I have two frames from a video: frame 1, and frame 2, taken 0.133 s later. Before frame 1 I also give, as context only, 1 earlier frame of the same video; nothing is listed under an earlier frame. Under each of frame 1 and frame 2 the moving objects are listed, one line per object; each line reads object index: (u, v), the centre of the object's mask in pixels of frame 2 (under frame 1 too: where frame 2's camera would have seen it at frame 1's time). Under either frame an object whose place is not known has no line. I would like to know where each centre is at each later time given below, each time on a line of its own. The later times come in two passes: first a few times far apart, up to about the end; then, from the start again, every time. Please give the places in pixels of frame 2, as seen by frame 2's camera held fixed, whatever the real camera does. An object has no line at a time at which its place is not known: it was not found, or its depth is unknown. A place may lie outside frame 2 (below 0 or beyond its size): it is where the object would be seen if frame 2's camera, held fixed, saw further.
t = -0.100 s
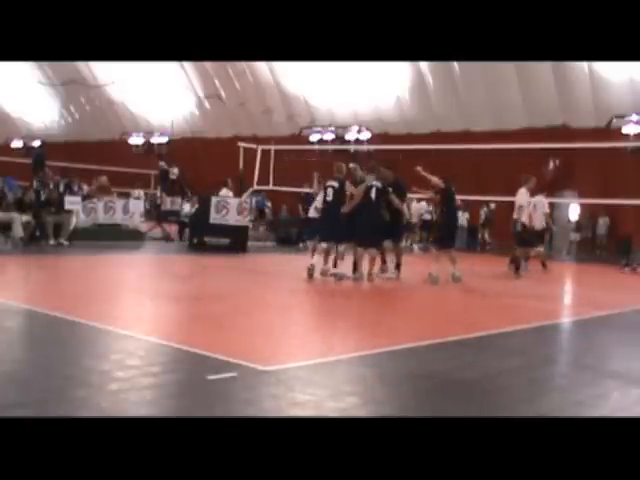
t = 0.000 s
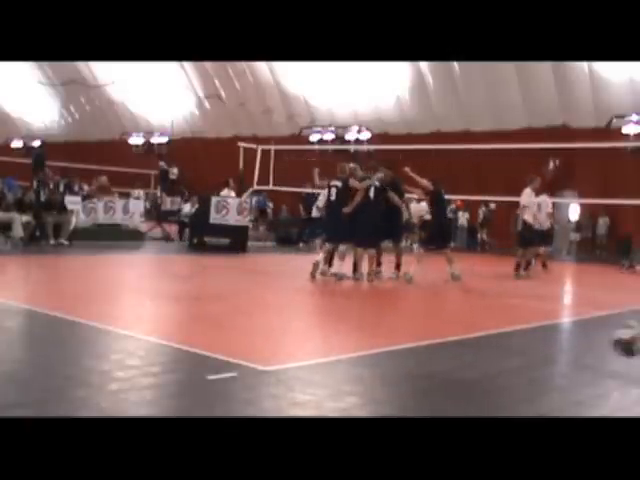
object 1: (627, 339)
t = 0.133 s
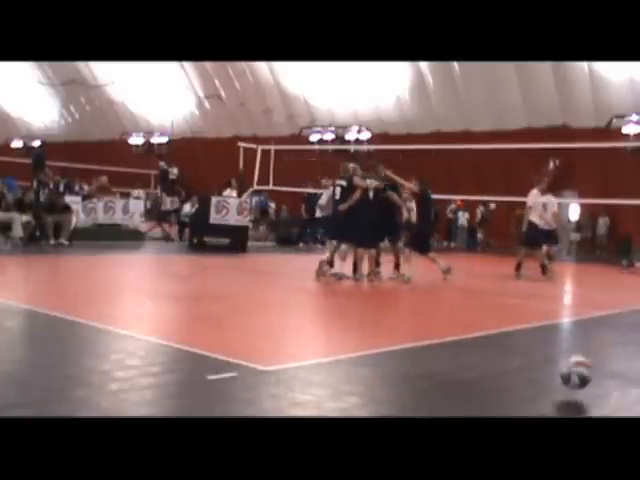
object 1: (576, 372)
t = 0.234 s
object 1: (542, 351)
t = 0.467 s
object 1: (472, 321)
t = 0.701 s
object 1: (413, 329)
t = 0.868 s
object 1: (378, 310)
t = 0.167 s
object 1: (563, 376)
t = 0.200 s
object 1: (552, 362)
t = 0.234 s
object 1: (542, 351)
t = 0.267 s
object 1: (530, 341)
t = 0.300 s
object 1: (520, 334)
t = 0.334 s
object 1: (510, 327)
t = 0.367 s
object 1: (500, 323)
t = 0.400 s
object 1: (490, 321)
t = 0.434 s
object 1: (482, 320)
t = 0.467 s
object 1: (472, 321)
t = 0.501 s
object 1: (463, 323)
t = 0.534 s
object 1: (455, 326)
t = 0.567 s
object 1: (446, 330)
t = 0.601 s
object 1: (436, 337)
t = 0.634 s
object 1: (426, 347)
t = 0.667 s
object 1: (420, 337)
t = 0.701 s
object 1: (413, 329)
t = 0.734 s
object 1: (406, 322)
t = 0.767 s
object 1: (400, 317)
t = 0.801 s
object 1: (393, 313)
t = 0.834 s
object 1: (385, 312)
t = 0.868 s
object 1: (378, 310)
